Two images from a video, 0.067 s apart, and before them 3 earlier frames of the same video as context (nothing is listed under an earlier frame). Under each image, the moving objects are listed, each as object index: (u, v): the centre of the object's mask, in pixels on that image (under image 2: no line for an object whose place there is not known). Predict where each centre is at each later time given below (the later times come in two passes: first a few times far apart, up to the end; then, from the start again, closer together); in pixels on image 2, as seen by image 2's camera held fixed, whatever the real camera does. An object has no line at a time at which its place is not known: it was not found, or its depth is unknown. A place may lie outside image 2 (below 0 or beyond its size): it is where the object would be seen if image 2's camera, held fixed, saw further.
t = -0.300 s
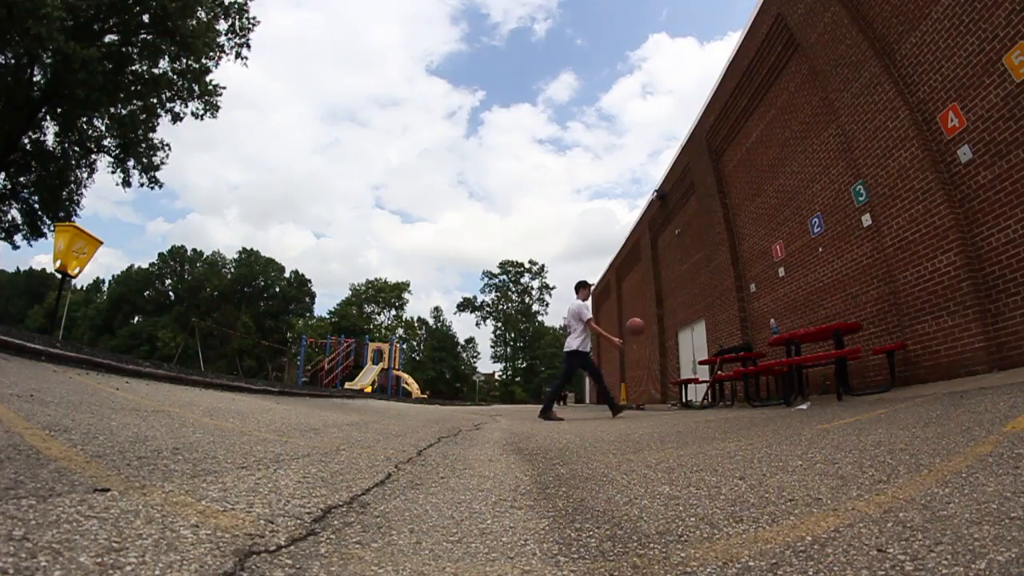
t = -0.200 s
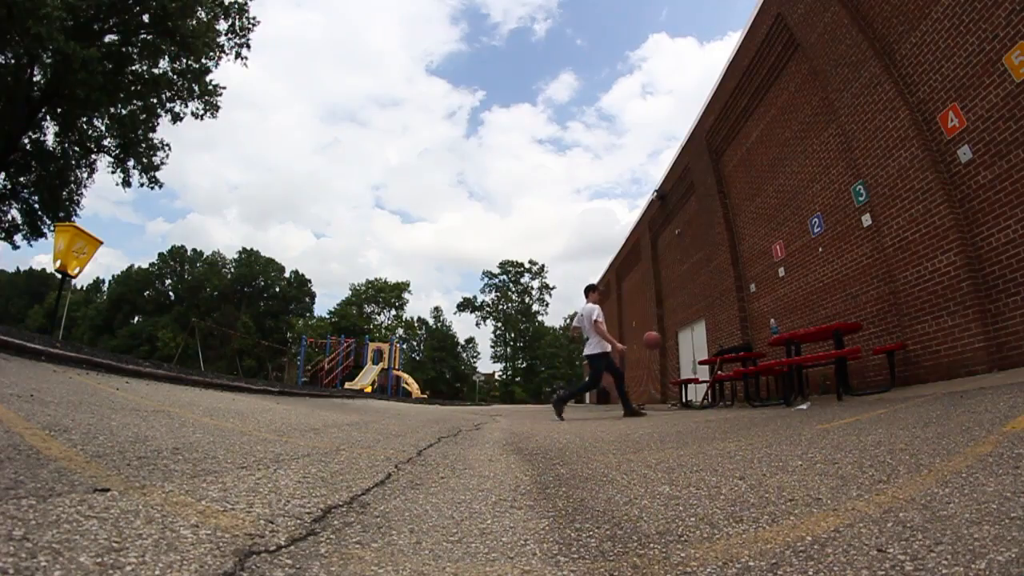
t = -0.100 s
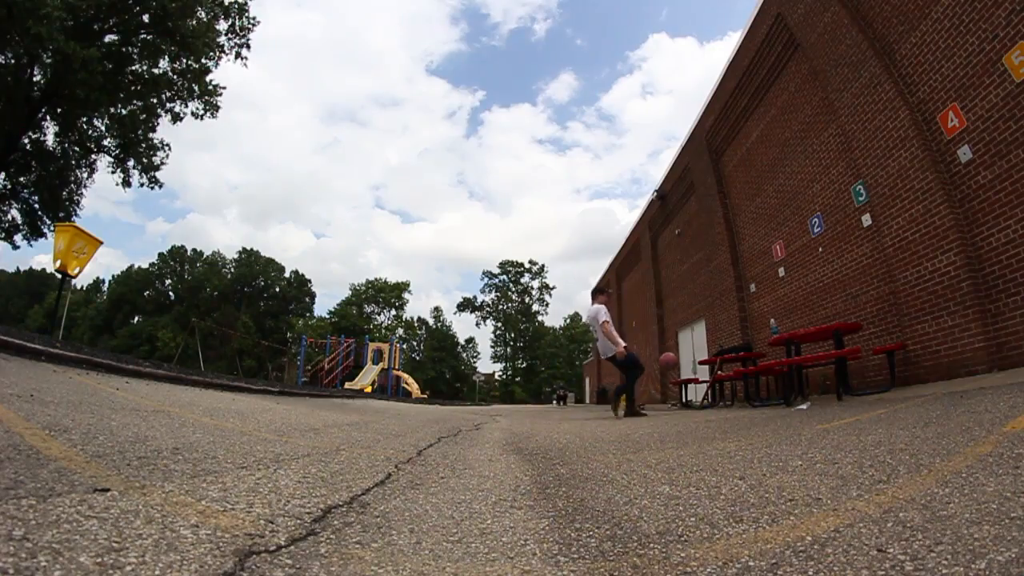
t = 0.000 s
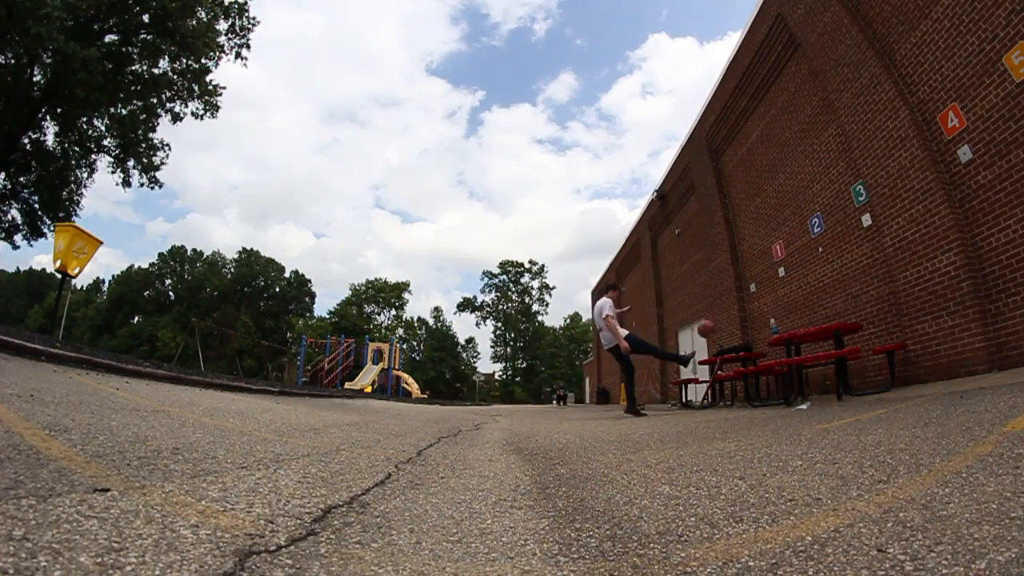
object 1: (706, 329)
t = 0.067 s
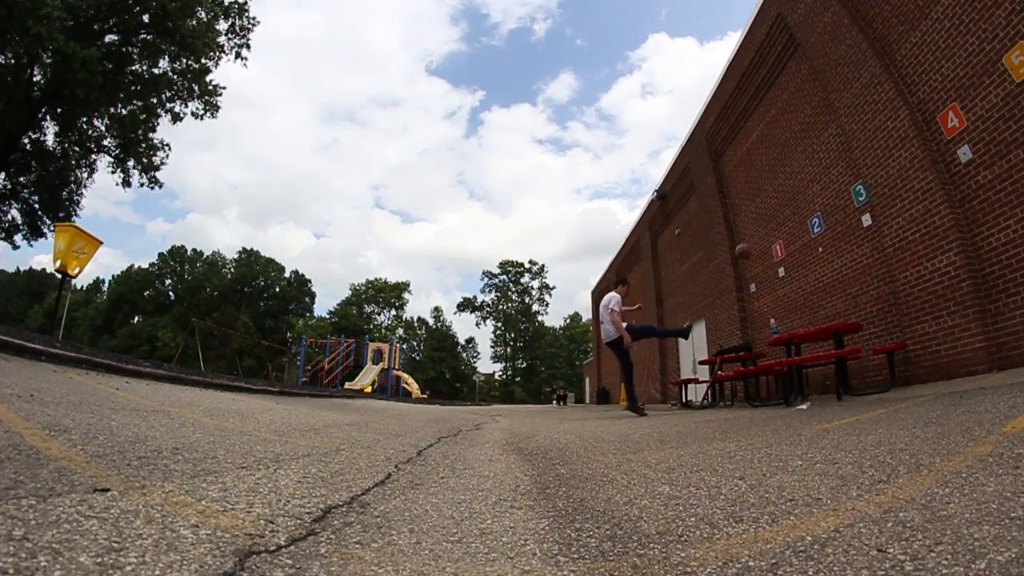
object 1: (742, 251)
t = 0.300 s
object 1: (734, 108)
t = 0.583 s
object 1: (598, 45)
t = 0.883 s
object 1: (471, 25)
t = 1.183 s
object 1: (355, 43)
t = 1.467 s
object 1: (250, 93)
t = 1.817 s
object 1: (129, 199)
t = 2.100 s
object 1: (60, 311)
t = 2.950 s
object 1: (240, 276)
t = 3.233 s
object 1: (326, 358)
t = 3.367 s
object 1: (378, 392)
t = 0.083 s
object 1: (750, 235)
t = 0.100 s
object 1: (757, 219)
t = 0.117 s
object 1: (763, 204)
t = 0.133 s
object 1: (771, 190)
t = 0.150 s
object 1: (775, 176)
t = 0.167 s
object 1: (780, 164)
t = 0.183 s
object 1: (785, 152)
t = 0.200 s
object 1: (785, 144)
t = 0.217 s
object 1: (777, 137)
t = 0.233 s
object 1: (768, 132)
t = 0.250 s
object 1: (760, 125)
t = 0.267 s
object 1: (750, 119)
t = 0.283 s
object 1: (741, 113)
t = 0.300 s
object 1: (734, 108)
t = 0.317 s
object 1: (726, 101)
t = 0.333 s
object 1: (719, 97)
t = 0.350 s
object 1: (710, 94)
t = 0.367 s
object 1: (702, 89)
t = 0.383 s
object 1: (694, 84)
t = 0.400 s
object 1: (686, 80)
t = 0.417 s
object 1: (677, 76)
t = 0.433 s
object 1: (669, 72)
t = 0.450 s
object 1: (661, 69)
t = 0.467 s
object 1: (653, 65)
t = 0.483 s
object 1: (645, 62)
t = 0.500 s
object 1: (637, 58)
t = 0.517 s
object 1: (629, 55)
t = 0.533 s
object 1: (622, 53)
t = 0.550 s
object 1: (614, 50)
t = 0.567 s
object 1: (606, 47)
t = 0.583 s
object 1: (598, 45)
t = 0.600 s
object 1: (591, 43)
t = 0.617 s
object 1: (584, 40)
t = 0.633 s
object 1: (576, 38)
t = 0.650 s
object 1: (569, 37)
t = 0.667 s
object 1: (562, 35)
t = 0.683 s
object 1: (554, 34)
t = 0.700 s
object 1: (547, 32)
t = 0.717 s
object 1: (540, 31)
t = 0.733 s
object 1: (533, 30)
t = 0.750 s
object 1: (526, 29)
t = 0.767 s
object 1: (519, 28)
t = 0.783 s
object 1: (511, 27)
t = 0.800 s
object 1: (505, 27)
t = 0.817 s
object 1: (498, 26)
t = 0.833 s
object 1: (491, 25)
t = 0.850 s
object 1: (485, 25)
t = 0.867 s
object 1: (478, 25)
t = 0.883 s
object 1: (471, 25)
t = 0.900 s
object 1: (464, 25)
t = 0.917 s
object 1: (457, 25)
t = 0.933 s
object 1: (451, 25)
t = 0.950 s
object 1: (445, 26)
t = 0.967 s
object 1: (438, 27)
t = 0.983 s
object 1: (432, 27)
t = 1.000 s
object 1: (425, 28)
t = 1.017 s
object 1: (418, 29)
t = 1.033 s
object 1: (412, 30)
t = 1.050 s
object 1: (406, 31)
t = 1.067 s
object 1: (400, 32)
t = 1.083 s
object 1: (393, 33)
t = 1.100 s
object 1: (387, 35)
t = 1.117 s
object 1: (380, 36)
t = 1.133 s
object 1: (374, 38)
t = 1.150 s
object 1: (368, 39)
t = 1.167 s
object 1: (362, 41)
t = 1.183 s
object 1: (355, 43)
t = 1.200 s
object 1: (349, 45)
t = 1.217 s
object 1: (343, 47)
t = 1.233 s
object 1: (336, 49)
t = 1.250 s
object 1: (330, 52)
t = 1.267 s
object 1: (324, 54)
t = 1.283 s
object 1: (318, 57)
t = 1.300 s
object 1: (312, 60)
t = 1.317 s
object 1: (305, 63)
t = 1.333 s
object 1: (299, 65)
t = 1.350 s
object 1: (293, 68)
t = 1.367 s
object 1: (287, 72)
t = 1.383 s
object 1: (281, 75)
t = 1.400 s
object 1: (275, 79)
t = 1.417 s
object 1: (269, 82)
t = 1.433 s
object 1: (262, 86)
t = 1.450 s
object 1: (256, 89)
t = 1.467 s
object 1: (250, 93)
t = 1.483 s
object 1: (244, 97)
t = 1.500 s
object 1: (238, 101)
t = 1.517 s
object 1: (232, 105)
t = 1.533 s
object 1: (226, 110)
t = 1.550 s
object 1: (220, 114)
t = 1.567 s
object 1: (214, 118)
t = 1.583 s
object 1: (208, 123)
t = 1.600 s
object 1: (203, 128)
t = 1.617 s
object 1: (197, 133)
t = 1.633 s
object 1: (191, 138)
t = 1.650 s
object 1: (185, 143)
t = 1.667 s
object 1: (179, 148)
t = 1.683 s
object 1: (173, 153)
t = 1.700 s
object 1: (168, 159)
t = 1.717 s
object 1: (161, 164)
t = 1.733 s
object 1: (157, 170)
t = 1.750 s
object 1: (151, 176)
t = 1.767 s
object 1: (145, 181)
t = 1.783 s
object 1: (140, 187)
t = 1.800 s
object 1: (134, 193)
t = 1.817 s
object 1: (129, 199)
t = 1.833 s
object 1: (124, 206)
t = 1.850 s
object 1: (119, 212)
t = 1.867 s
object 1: (113, 218)
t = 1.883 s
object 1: (109, 224)
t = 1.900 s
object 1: (104, 231)
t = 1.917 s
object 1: (99, 238)
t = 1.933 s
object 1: (94, 244)
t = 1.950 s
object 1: (89, 251)
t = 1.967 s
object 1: (83, 259)
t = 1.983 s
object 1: (79, 265)
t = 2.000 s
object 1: (75, 272)
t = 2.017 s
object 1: (70, 279)
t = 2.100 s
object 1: (60, 311)
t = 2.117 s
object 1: (60, 318)
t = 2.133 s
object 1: (60, 326)
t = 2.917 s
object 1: (231, 273)
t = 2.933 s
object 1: (236, 275)
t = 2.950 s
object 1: (240, 276)
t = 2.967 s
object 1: (245, 280)
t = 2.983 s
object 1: (249, 283)
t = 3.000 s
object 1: (253, 286)
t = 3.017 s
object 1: (258, 288)
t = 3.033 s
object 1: (263, 292)
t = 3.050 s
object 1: (268, 296)
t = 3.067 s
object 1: (273, 300)
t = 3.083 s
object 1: (278, 305)
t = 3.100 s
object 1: (283, 309)
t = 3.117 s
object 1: (287, 314)
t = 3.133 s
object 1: (292, 320)
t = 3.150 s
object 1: (298, 325)
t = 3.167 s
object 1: (304, 330)
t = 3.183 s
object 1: (309, 337)
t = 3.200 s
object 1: (314, 343)
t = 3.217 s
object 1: (320, 350)
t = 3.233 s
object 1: (326, 358)
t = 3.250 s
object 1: (331, 364)
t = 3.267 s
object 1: (338, 373)
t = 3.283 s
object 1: (343, 380)
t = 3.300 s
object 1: (350, 389)
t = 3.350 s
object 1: (370, 397)
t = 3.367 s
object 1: (378, 392)
